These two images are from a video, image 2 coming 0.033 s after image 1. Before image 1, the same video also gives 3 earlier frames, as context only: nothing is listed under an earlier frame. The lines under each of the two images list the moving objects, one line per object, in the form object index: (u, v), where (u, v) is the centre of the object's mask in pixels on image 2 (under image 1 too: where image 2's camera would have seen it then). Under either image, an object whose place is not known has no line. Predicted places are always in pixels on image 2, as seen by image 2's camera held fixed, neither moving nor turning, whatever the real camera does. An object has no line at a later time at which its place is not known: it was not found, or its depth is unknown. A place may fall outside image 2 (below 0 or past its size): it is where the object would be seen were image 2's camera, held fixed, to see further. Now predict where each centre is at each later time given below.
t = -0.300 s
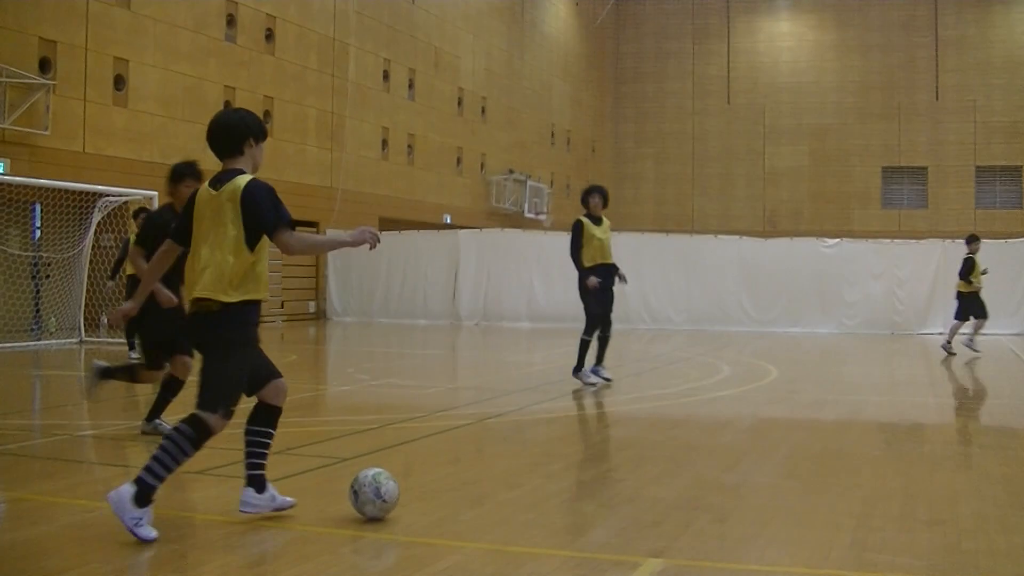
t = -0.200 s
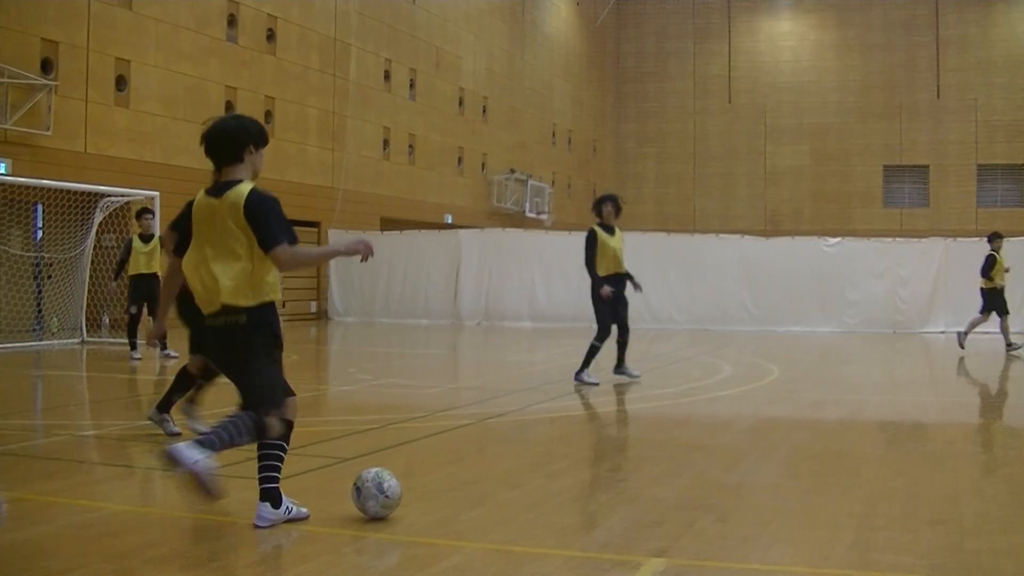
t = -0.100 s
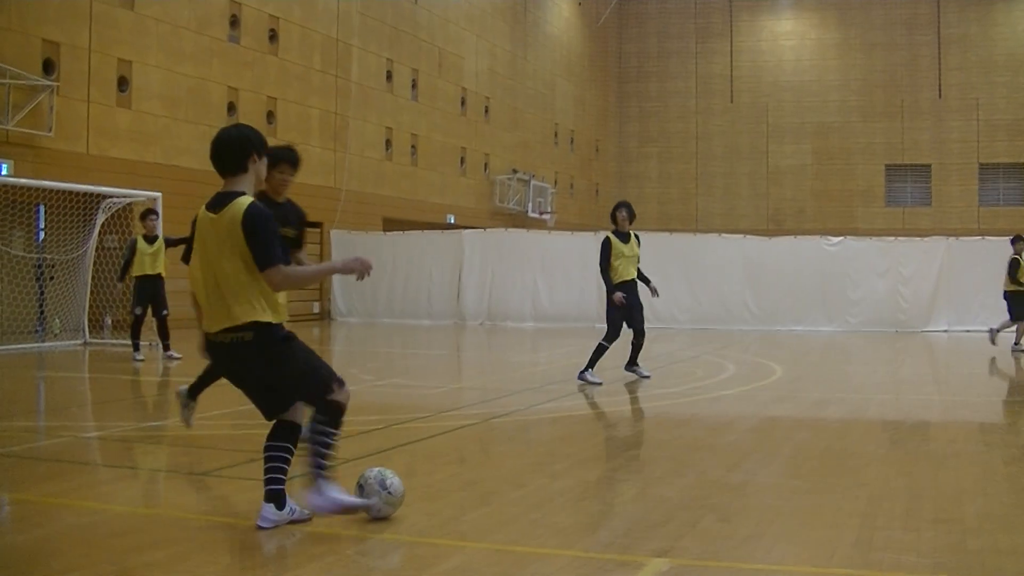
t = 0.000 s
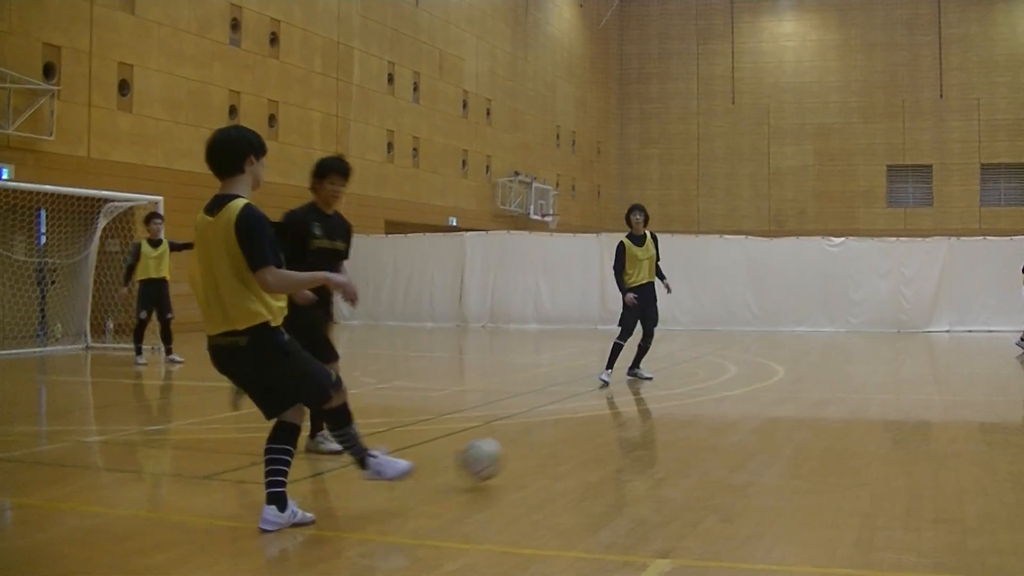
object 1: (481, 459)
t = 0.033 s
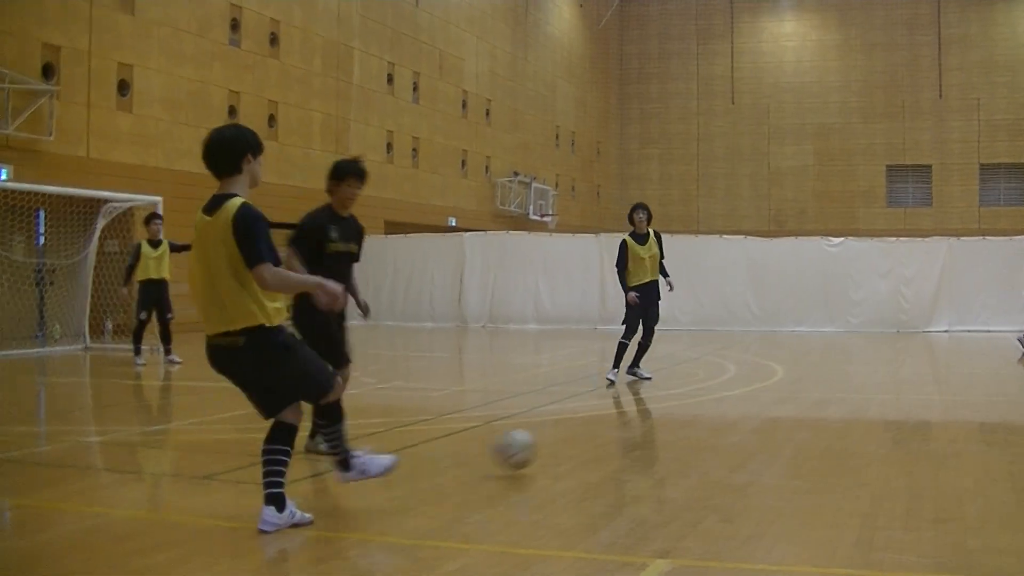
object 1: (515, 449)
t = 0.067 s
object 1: (549, 442)
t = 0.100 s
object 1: (576, 438)
